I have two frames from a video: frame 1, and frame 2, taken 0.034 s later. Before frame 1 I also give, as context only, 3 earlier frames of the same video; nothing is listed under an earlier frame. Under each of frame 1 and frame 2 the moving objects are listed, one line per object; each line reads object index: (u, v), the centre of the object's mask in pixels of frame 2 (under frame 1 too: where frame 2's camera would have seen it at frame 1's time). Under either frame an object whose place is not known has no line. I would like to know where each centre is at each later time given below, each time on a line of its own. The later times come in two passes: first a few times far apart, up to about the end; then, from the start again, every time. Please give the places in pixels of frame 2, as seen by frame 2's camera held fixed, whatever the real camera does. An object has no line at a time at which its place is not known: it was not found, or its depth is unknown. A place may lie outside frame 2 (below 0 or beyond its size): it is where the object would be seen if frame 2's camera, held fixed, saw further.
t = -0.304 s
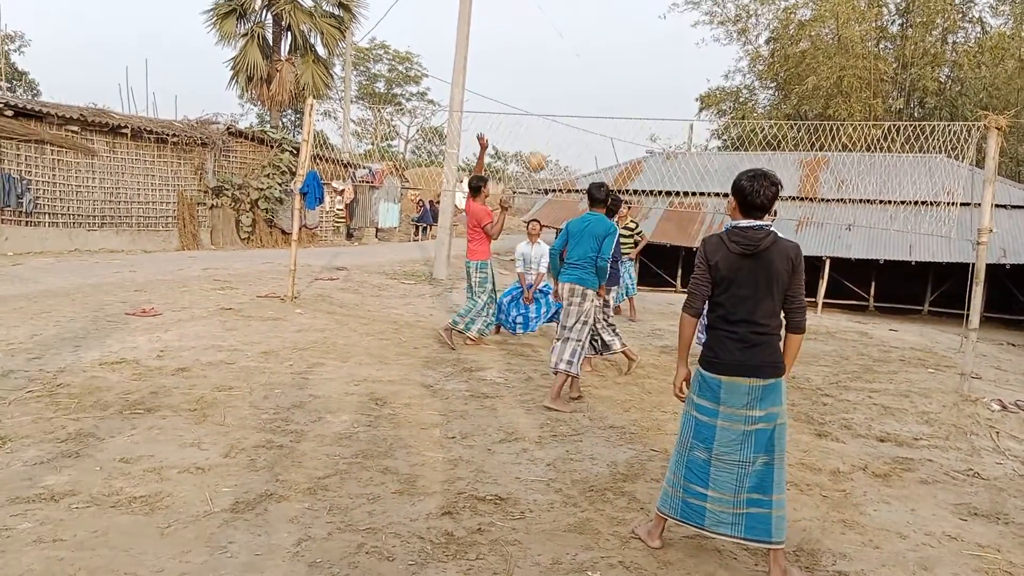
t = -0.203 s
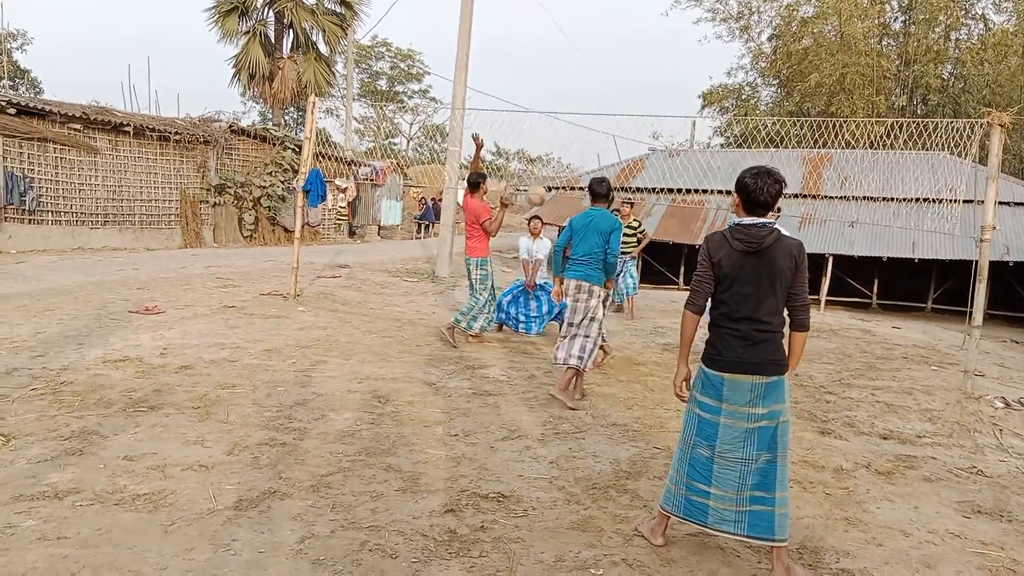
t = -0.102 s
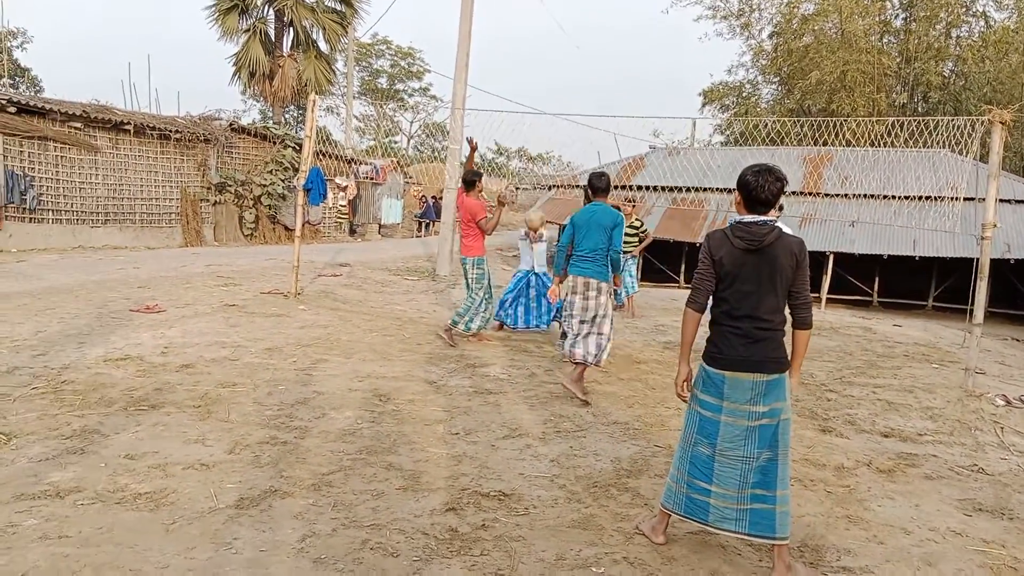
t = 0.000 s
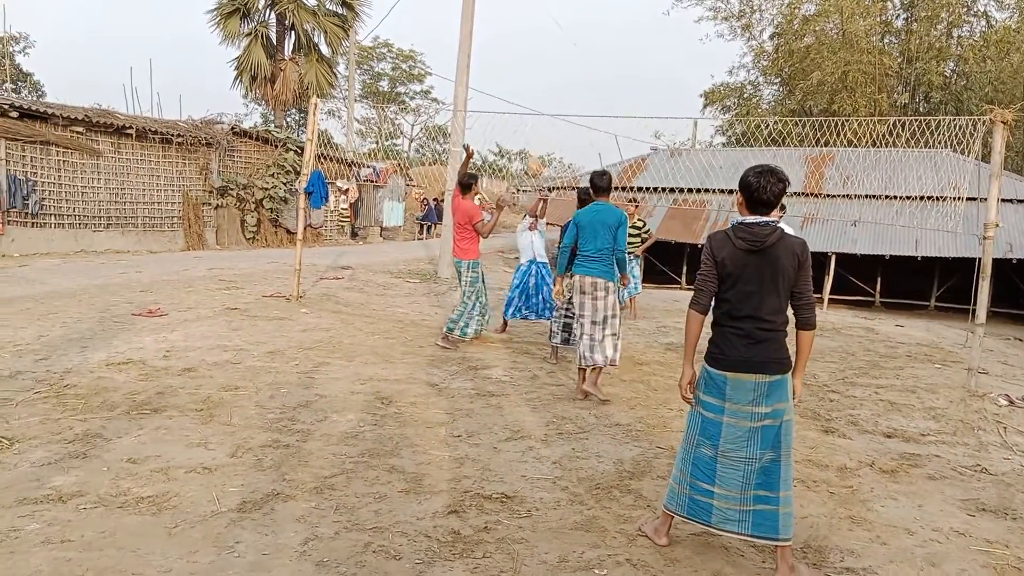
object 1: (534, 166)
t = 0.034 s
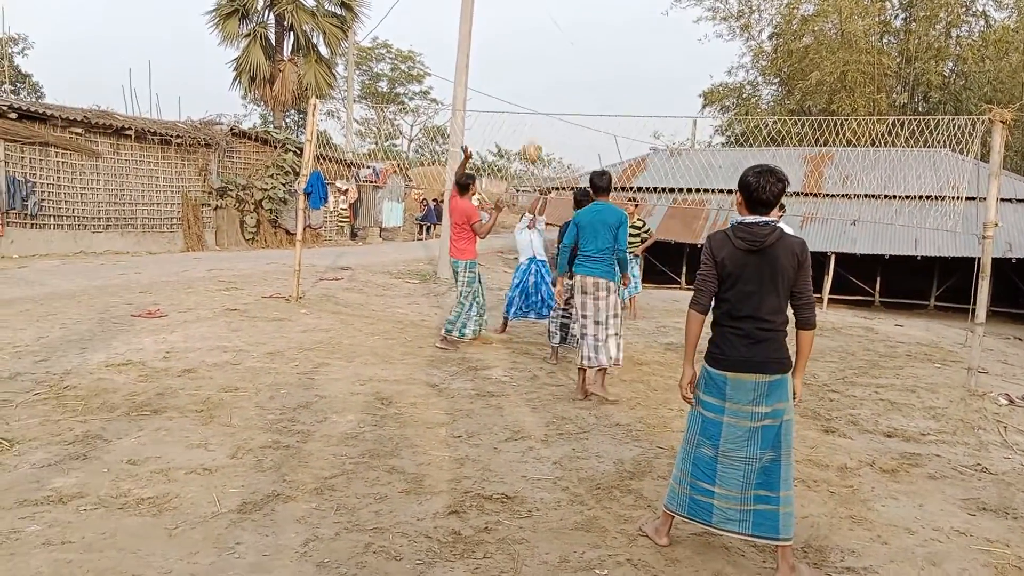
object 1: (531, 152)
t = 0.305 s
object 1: (519, 62)
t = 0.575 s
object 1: (503, 42)
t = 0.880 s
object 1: (482, 104)
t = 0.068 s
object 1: (530, 137)
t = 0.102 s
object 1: (529, 123)
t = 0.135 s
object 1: (528, 110)
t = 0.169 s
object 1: (525, 98)
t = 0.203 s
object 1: (524, 87)
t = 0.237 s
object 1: (522, 78)
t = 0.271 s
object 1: (521, 69)
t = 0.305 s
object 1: (519, 62)
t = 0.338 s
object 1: (517, 56)
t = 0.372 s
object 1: (516, 51)
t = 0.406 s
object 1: (513, 46)
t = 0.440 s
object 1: (511, 43)
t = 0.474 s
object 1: (509, 41)
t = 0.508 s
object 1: (508, 40)
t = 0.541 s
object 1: (506, 40)
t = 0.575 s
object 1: (503, 42)
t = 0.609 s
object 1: (501, 44)
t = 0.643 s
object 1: (499, 48)
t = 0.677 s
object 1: (497, 53)
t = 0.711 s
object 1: (494, 59)
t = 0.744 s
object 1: (492, 65)
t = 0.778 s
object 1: (490, 74)
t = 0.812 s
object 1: (487, 83)
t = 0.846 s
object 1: (484, 93)
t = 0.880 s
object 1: (482, 104)
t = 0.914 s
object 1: (480, 116)
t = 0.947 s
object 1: (478, 129)
